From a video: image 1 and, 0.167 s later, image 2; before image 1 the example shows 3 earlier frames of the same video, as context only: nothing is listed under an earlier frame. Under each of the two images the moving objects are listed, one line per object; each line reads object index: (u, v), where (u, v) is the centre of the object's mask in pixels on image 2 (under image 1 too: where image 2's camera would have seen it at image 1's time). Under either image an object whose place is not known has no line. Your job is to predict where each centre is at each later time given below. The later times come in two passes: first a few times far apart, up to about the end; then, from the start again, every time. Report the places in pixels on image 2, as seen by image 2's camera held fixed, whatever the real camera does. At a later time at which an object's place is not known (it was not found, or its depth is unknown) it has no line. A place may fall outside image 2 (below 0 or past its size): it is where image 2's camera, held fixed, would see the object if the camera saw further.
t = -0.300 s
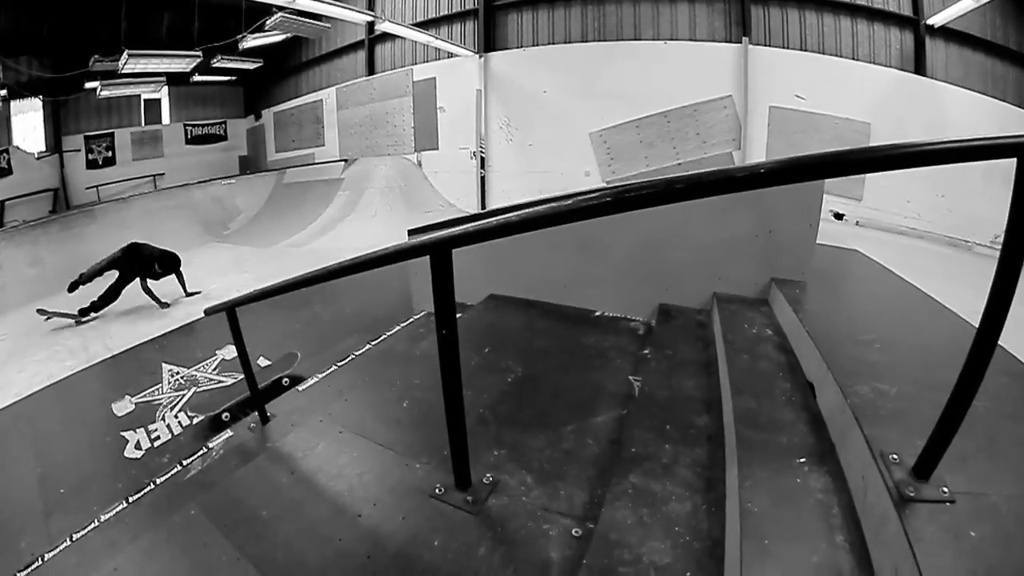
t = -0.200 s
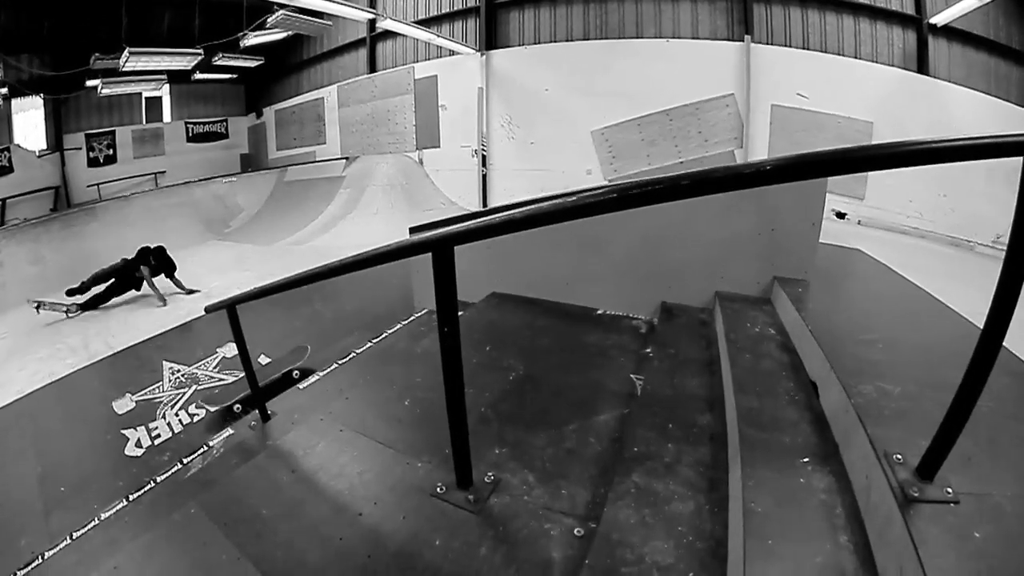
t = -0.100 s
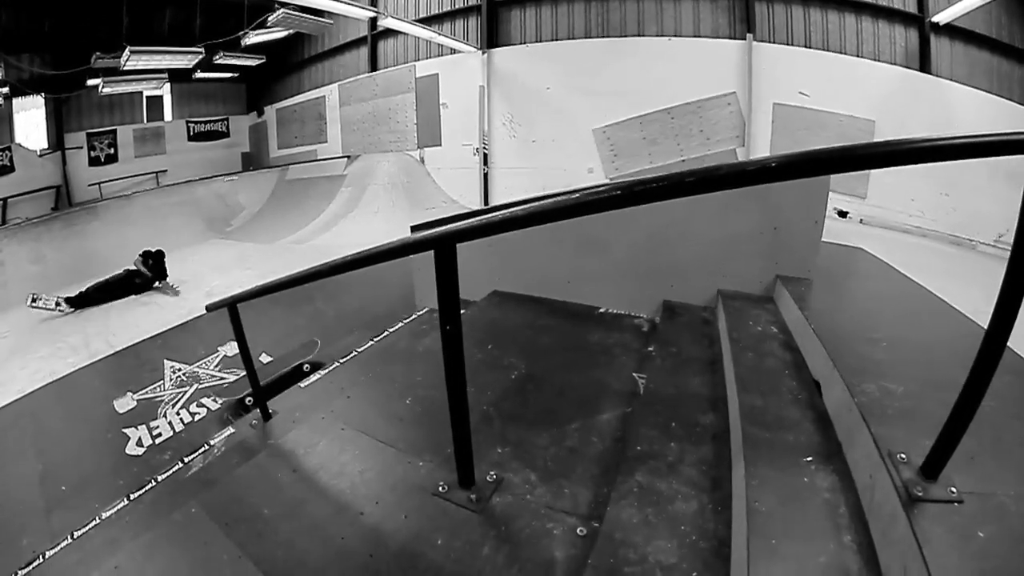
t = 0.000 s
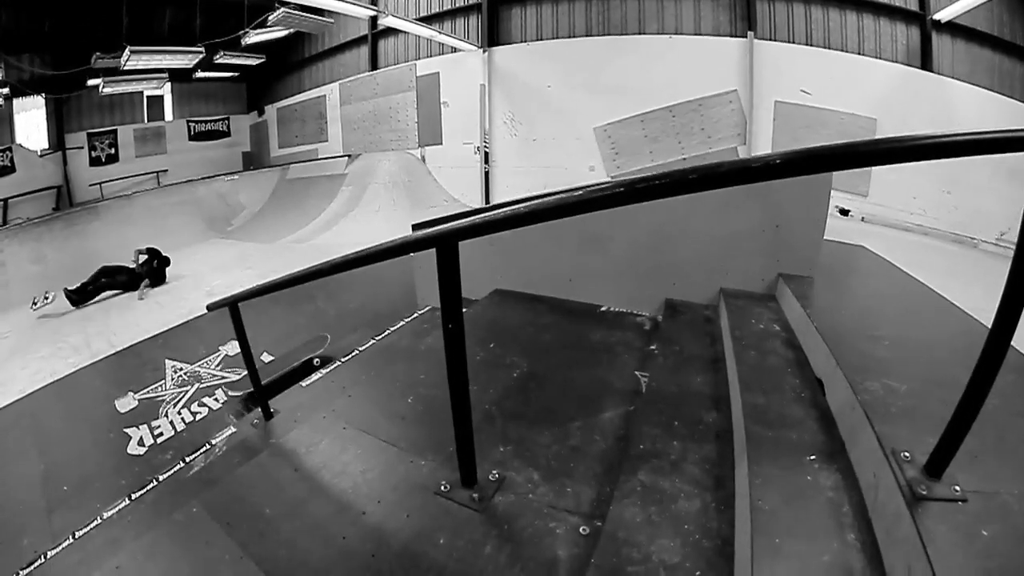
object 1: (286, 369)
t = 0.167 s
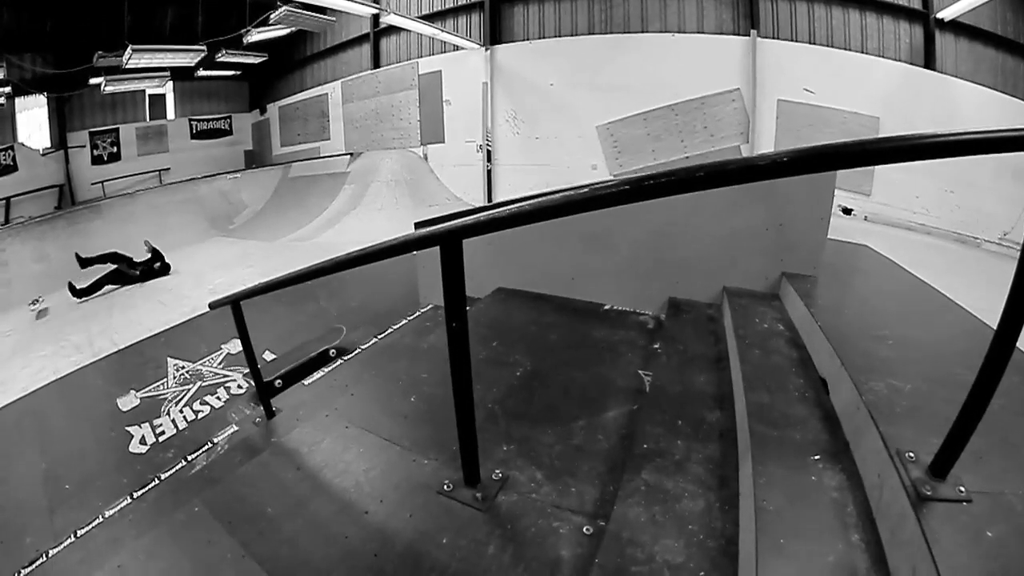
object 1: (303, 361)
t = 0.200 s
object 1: (304, 361)
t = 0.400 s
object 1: (320, 353)
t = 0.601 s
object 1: (336, 346)
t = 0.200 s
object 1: (304, 361)
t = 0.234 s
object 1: (304, 360)
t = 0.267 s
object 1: (306, 359)
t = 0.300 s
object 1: (309, 359)
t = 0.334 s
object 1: (310, 358)
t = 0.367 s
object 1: (311, 358)
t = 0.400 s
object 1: (320, 353)
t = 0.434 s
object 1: (323, 351)
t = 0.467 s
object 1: (324, 351)
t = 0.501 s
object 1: (328, 349)
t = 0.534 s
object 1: (331, 348)
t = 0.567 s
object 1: (333, 348)
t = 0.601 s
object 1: (336, 346)
